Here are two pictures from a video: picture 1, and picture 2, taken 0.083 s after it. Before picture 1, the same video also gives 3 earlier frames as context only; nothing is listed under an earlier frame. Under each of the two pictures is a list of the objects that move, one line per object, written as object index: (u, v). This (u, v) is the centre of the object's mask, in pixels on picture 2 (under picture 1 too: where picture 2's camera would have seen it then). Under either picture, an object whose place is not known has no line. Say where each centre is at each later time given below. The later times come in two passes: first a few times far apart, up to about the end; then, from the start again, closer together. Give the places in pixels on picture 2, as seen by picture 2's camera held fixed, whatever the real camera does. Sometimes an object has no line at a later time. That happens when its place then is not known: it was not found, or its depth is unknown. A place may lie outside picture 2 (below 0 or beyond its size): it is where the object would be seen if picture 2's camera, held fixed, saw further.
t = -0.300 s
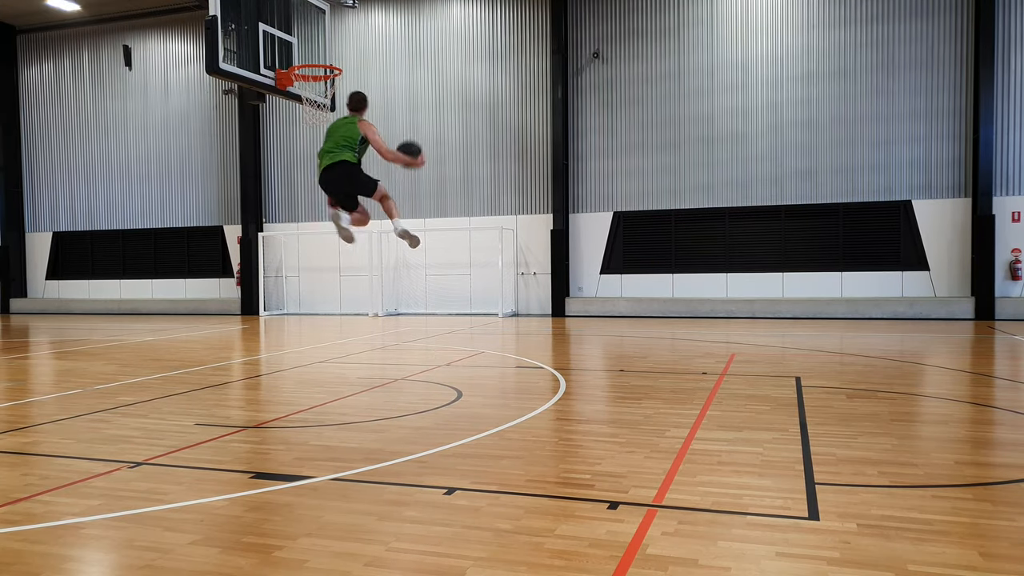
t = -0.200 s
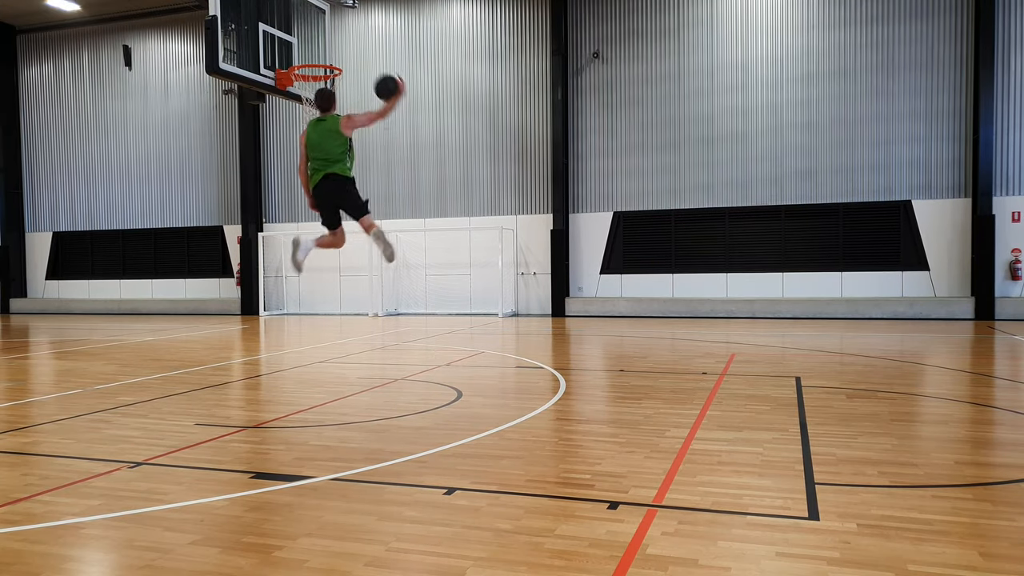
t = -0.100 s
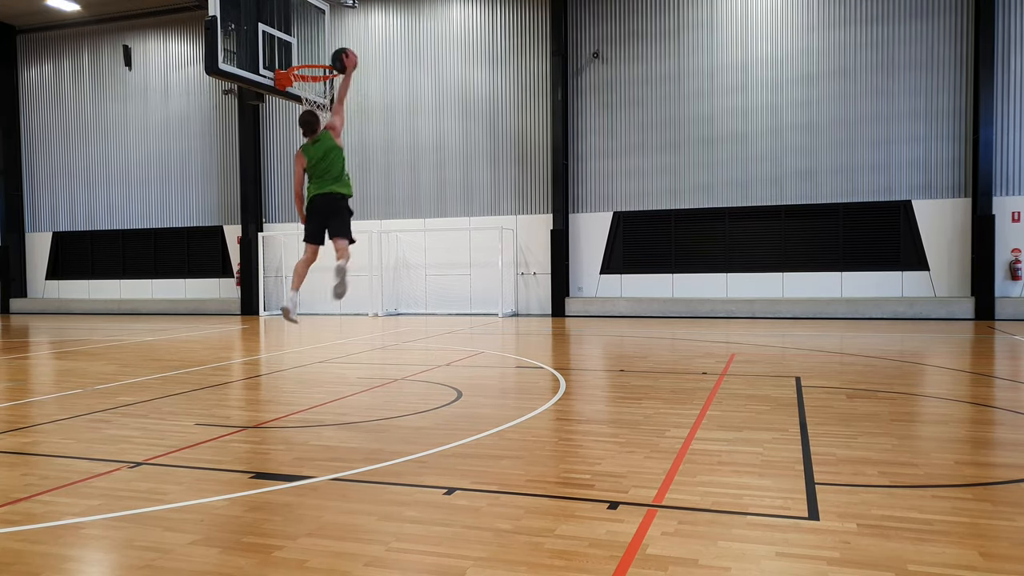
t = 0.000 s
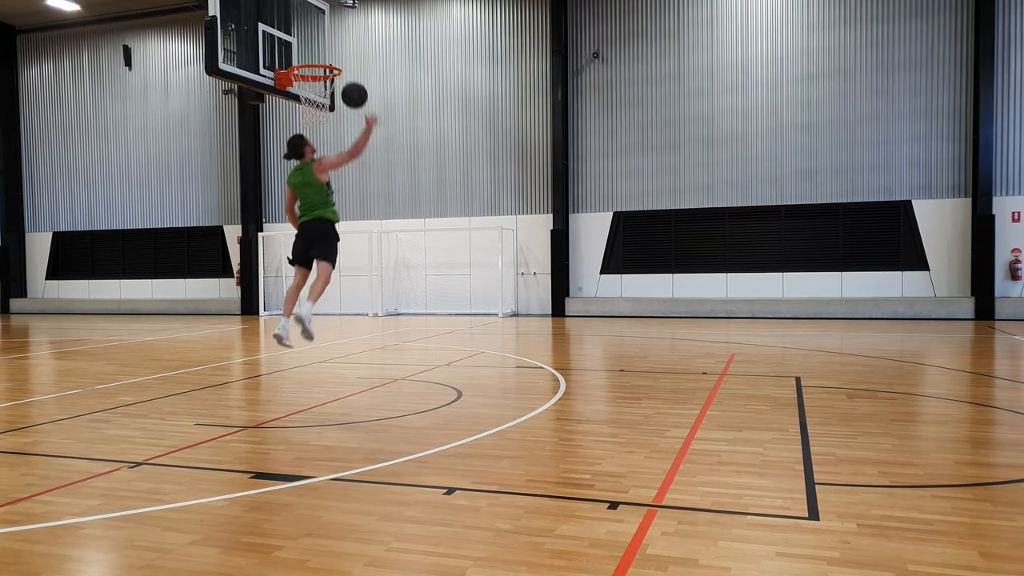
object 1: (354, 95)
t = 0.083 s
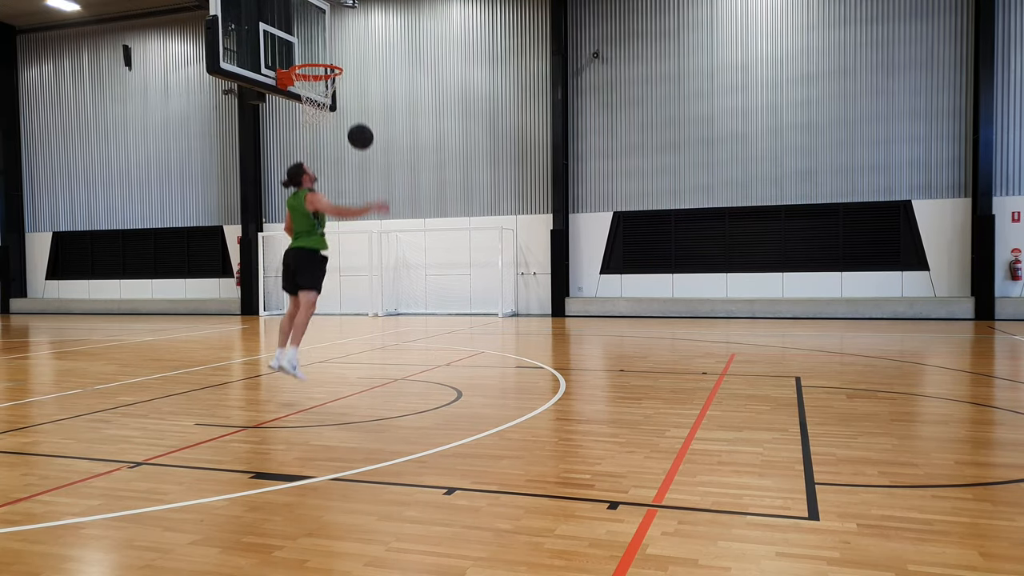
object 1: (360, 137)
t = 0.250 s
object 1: (373, 235)
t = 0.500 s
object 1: (388, 353)
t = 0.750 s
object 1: (403, 236)
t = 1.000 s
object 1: (420, 179)
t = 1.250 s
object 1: (437, 182)
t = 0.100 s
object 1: (361, 146)
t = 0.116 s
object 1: (363, 155)
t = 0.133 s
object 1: (364, 164)
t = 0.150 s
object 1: (365, 173)
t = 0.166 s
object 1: (367, 183)
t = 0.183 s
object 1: (368, 193)
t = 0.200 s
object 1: (369, 203)
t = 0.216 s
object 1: (370, 213)
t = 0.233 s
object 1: (371, 224)
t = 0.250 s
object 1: (373, 235)
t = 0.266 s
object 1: (374, 246)
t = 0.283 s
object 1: (375, 257)
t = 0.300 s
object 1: (376, 269)
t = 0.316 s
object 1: (377, 280)
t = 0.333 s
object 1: (378, 291)
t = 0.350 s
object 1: (379, 303)
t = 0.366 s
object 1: (380, 315)
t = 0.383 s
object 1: (381, 327)
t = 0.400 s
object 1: (382, 339)
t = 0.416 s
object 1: (383, 352)
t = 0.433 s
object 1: (384, 365)
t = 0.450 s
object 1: (385, 377)
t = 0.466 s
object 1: (386, 373)
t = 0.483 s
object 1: (387, 363)
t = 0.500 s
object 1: (388, 353)
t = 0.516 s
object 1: (389, 343)
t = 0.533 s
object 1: (390, 334)
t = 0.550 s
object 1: (391, 325)
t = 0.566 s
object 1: (392, 316)
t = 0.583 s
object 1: (393, 307)
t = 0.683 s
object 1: (399, 262)
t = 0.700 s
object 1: (400, 255)
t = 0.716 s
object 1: (401, 248)
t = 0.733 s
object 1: (402, 242)
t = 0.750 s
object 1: (403, 236)
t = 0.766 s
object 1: (404, 231)
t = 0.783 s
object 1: (406, 225)
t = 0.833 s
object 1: (409, 210)
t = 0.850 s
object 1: (410, 206)
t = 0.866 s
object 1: (411, 202)
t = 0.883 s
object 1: (412, 198)
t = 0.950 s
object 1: (416, 185)
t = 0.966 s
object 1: (417, 183)
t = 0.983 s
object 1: (419, 181)
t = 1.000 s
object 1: (420, 179)
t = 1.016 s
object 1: (421, 177)
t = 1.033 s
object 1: (422, 175)
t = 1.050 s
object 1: (423, 174)
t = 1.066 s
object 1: (424, 173)
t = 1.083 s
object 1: (425, 173)
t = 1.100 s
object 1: (426, 173)
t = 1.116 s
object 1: (428, 172)
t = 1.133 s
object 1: (429, 173)
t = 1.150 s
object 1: (430, 173)
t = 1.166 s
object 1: (431, 174)
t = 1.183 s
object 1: (432, 175)
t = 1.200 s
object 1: (434, 176)
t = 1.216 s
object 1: (435, 178)
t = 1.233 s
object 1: (436, 179)
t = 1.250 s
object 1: (437, 182)
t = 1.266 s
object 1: (439, 184)
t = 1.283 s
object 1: (440, 187)
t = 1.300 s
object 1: (441, 190)
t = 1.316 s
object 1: (442, 193)
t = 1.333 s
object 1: (444, 196)
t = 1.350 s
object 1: (445, 200)
